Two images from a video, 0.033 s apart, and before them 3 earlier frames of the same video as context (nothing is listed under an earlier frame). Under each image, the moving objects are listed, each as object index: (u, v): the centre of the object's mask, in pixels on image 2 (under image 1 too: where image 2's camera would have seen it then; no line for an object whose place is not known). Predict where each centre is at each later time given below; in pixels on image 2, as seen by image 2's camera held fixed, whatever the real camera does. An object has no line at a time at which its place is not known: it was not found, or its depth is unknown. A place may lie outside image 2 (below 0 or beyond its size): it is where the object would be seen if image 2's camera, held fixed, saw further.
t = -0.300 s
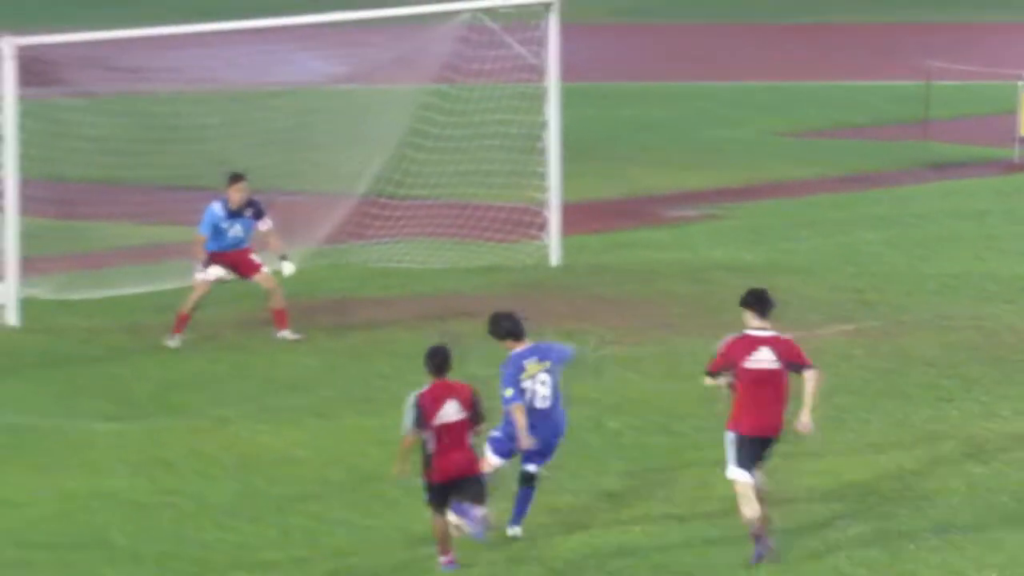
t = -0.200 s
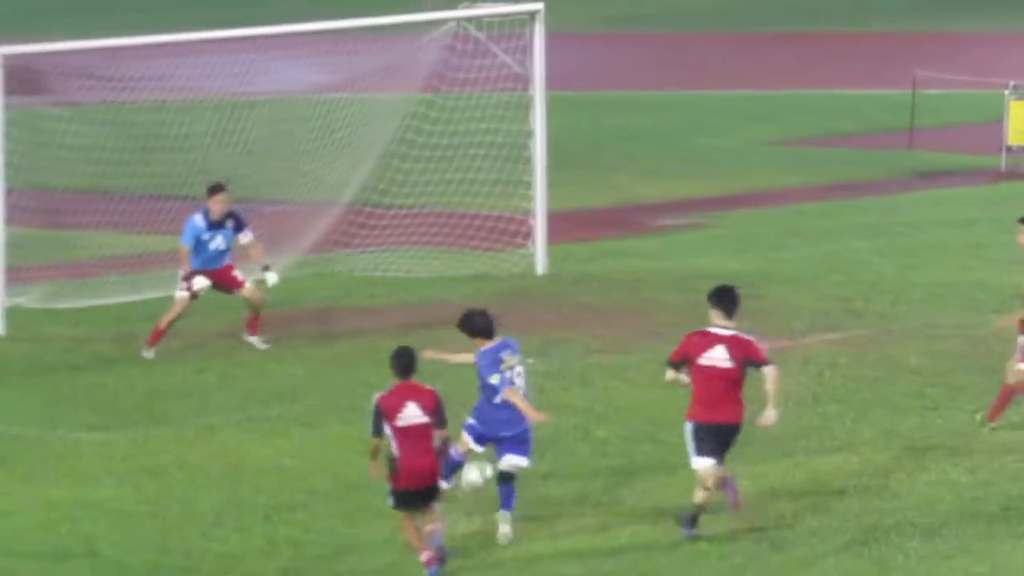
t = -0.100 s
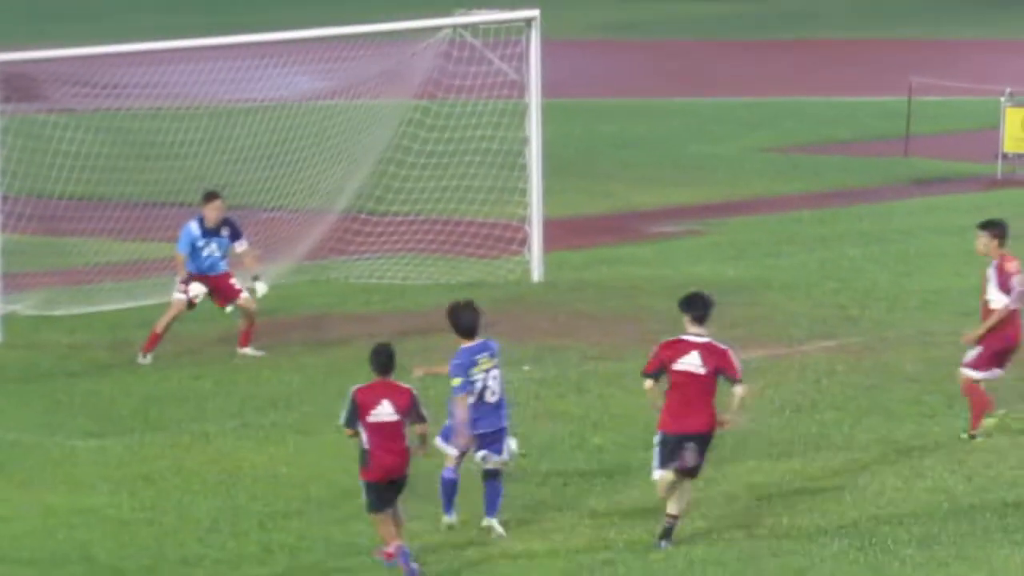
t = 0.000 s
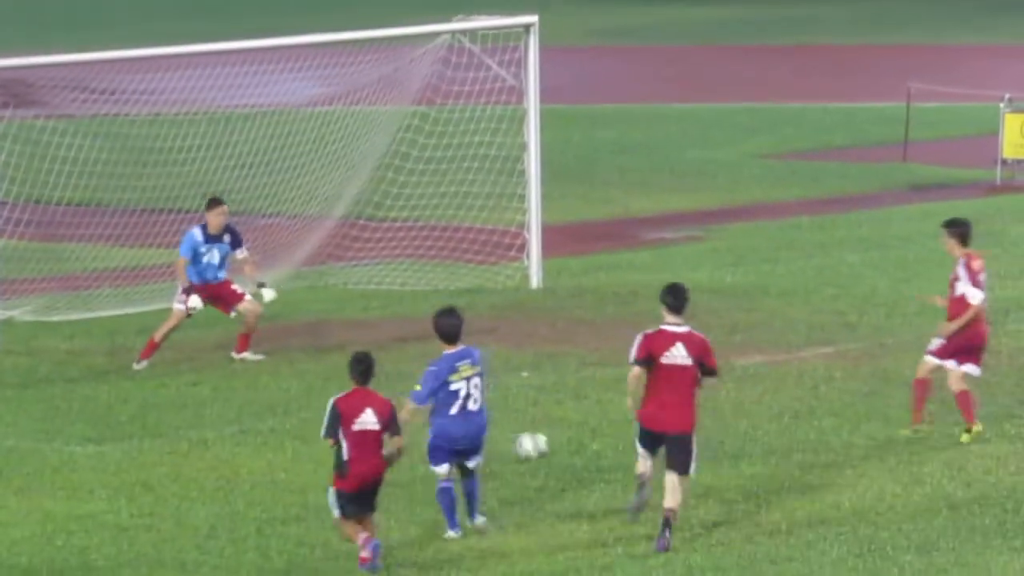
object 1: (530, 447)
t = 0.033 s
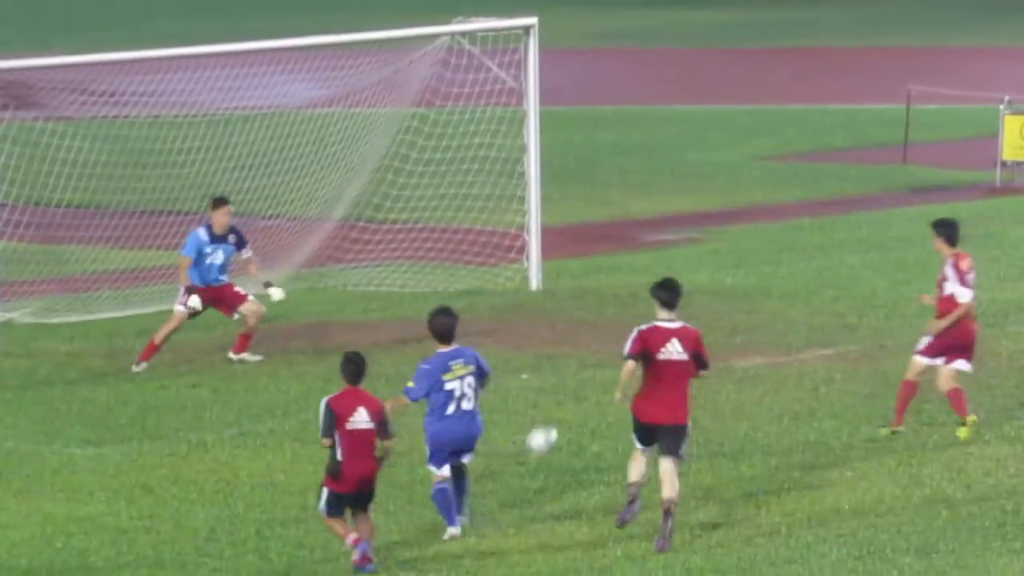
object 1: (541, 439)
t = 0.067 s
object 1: (550, 425)
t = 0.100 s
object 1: (560, 415)
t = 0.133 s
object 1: (568, 406)
